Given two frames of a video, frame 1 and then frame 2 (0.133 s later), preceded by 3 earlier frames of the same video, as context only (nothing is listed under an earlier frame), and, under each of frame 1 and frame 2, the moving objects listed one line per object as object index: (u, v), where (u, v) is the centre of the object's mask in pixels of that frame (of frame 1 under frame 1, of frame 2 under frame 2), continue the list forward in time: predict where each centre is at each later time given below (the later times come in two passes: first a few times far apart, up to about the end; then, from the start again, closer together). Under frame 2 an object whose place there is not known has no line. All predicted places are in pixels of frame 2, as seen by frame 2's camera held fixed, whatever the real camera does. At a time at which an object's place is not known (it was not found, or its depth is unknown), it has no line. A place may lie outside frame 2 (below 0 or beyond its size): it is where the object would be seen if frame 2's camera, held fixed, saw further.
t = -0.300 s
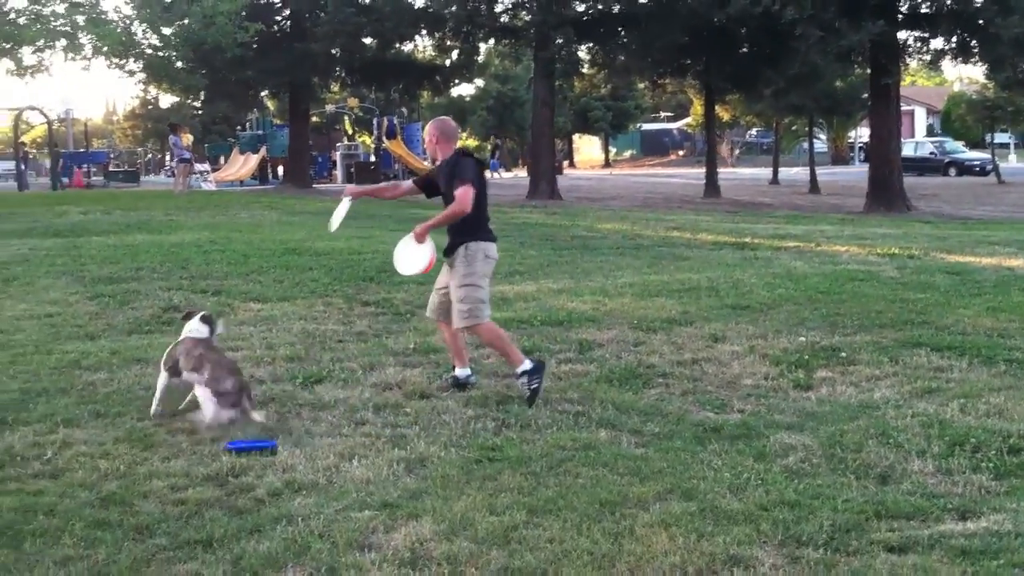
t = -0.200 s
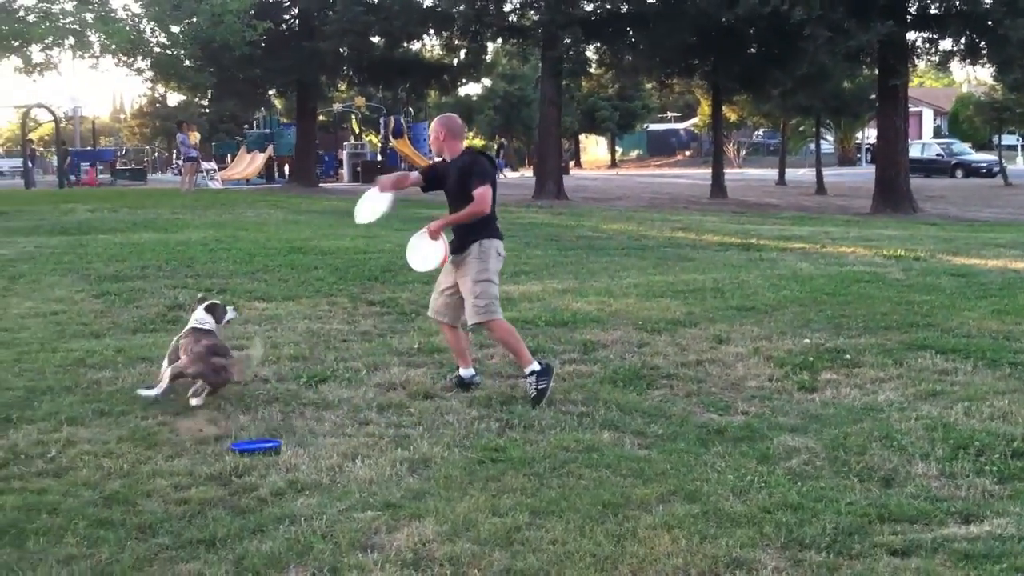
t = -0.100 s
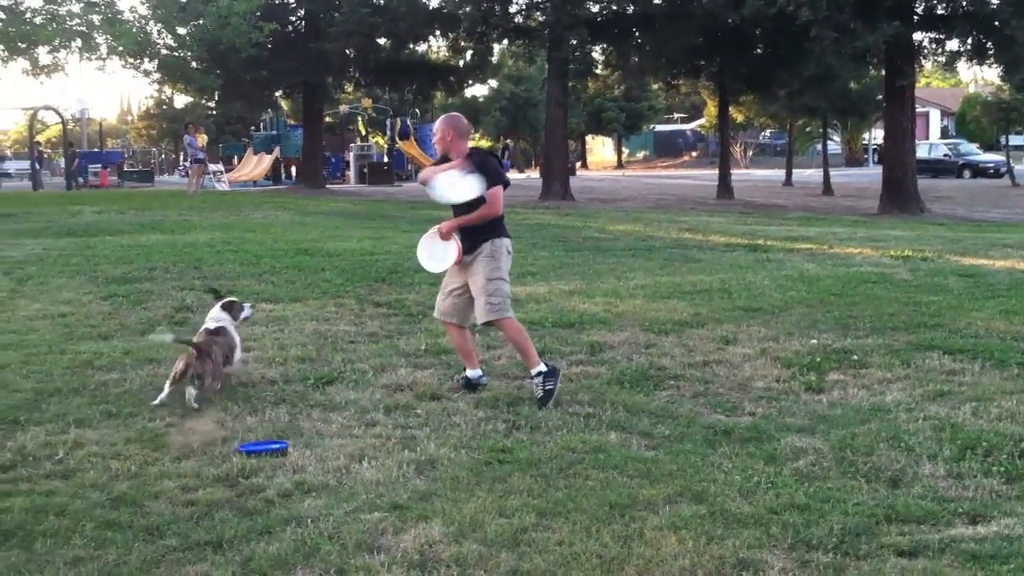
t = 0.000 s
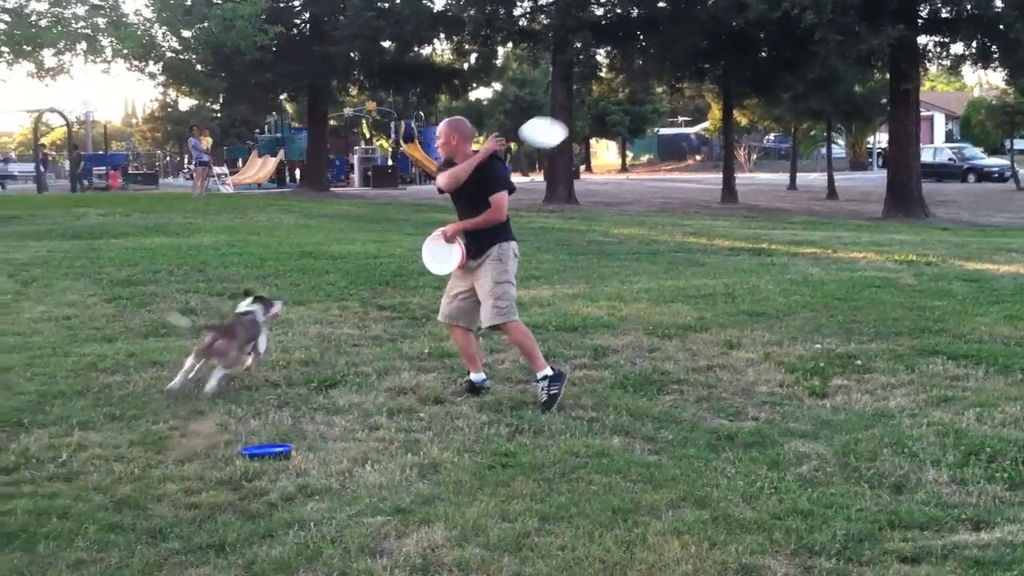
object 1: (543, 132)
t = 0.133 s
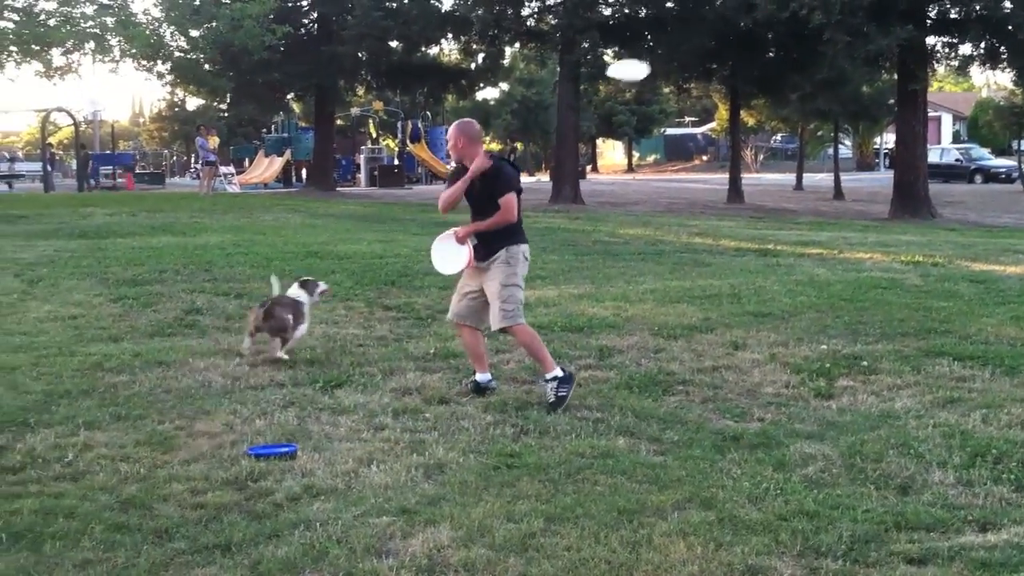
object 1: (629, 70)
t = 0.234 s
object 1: (680, 40)
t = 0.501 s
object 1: (803, 6)
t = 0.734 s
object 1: (900, 17)
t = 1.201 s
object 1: (1097, 118)
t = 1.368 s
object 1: (1186, 178)
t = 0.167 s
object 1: (645, 59)
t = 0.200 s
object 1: (663, 49)
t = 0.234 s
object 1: (680, 40)
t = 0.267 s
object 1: (696, 33)
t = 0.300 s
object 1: (713, 27)
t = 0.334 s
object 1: (730, 20)
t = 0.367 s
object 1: (744, 16)
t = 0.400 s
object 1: (759, 13)
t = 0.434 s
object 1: (775, 10)
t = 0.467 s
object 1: (790, 8)
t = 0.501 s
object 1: (803, 6)
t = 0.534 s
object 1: (817, 6)
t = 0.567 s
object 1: (832, 7)
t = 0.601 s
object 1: (846, 7)
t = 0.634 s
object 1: (859, 9)
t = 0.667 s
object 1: (873, 10)
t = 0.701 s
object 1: (886, 14)
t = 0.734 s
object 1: (900, 17)
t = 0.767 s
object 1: (912, 21)
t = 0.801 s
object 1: (925, 27)
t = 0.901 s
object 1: (965, 42)
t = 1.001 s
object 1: (1006, 63)
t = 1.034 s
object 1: (1019, 72)
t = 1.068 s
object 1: (1034, 80)
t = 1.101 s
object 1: (1049, 88)
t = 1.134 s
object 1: (1064, 98)
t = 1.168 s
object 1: (1080, 108)
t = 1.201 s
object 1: (1097, 118)
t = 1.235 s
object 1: (1114, 128)
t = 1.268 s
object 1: (1131, 140)
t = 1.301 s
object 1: (1148, 152)
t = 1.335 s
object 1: (1167, 164)
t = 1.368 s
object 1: (1186, 178)
